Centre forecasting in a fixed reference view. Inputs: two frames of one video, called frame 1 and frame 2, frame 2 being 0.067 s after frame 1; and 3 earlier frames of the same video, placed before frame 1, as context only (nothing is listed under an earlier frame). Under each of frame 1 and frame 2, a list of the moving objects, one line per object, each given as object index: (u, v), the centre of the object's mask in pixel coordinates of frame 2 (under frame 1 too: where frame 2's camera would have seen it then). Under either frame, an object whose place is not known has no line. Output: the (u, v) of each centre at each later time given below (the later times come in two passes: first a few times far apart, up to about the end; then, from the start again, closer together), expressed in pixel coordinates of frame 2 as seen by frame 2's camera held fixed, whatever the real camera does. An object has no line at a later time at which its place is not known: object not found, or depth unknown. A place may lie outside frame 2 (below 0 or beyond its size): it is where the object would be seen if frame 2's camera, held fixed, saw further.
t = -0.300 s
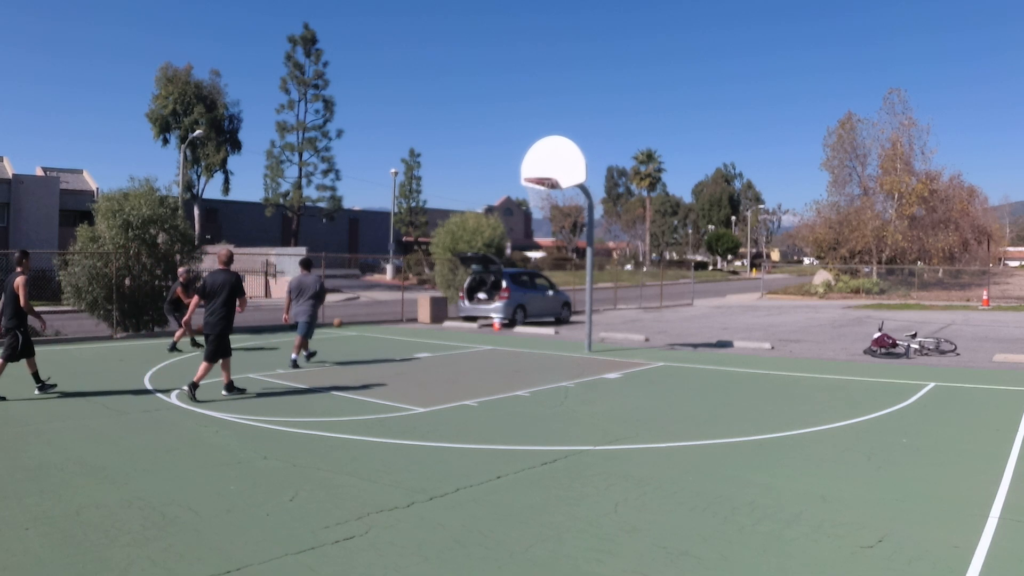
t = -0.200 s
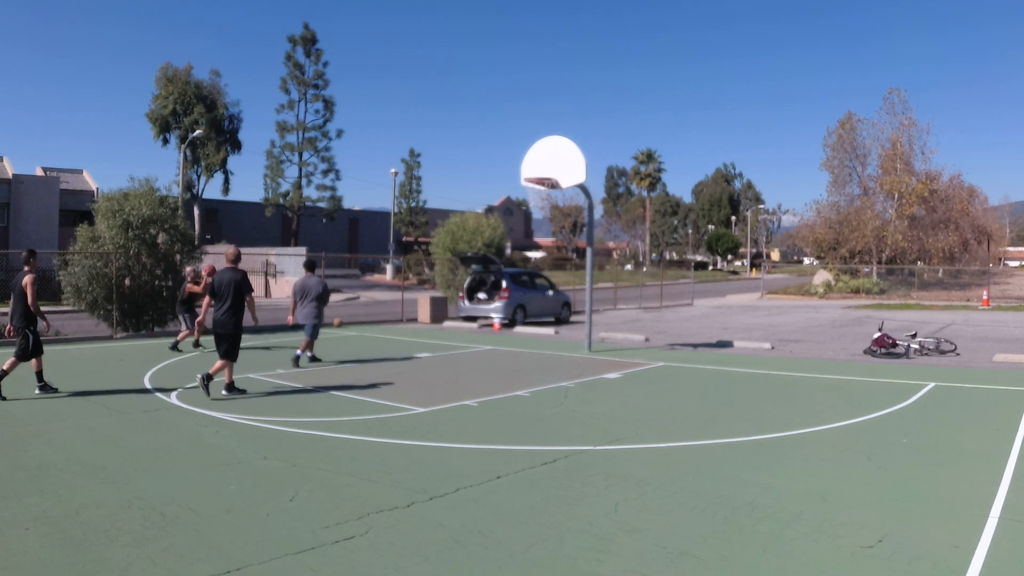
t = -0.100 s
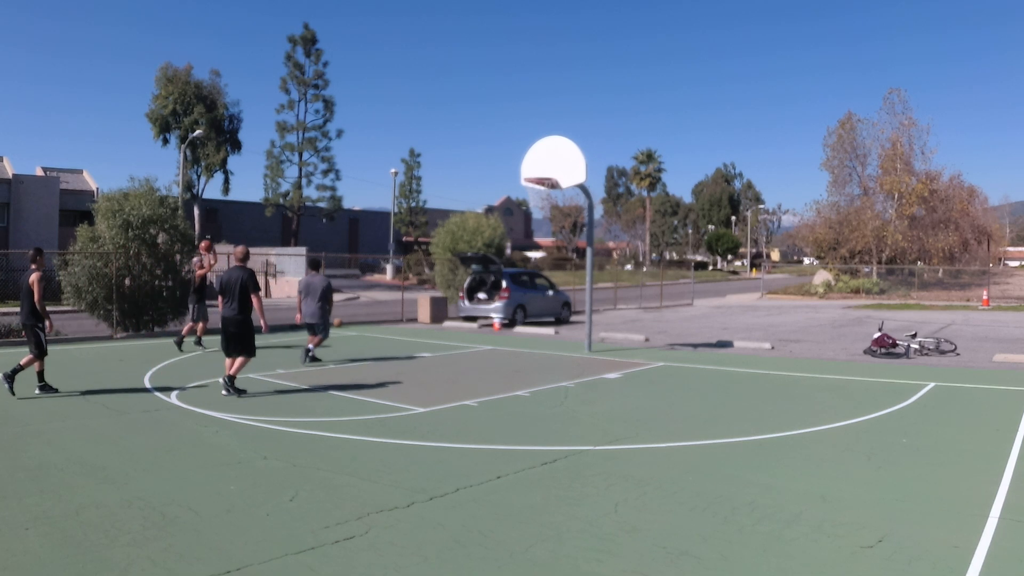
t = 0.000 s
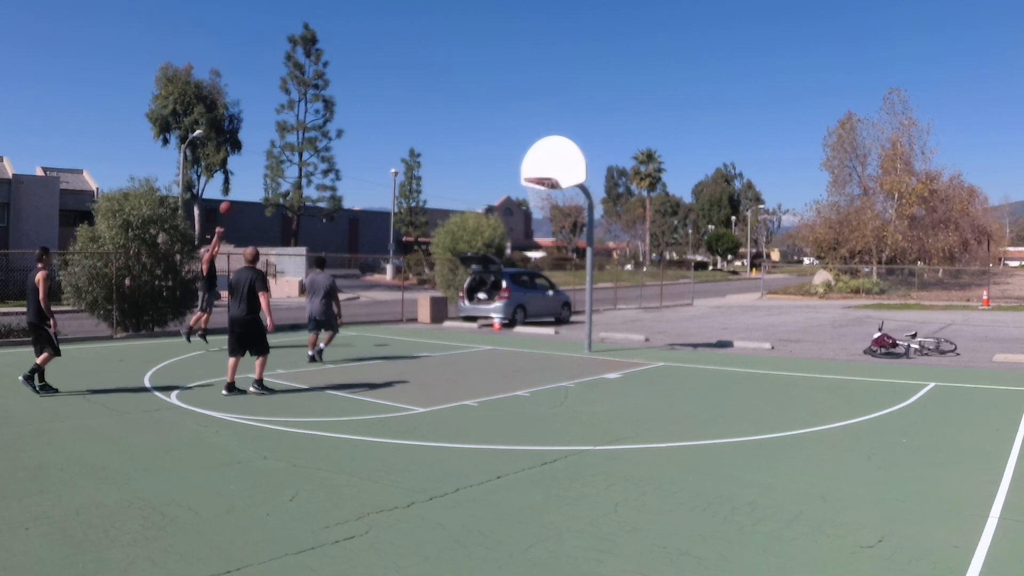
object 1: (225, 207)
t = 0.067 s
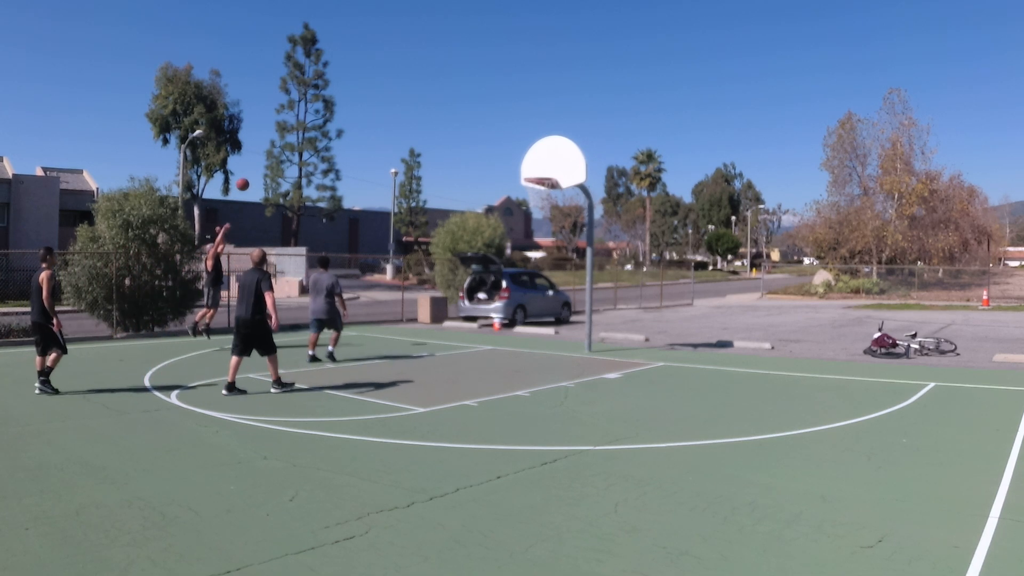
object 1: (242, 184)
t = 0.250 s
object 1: (287, 130)
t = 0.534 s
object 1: (357, 85)
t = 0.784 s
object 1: (418, 82)
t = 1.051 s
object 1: (484, 118)
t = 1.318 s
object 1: (548, 193)
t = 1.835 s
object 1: (581, 305)
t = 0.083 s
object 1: (246, 179)
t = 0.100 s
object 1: (250, 173)
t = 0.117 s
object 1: (254, 168)
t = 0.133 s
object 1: (258, 163)
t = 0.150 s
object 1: (262, 158)
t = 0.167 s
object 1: (267, 153)
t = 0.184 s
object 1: (271, 148)
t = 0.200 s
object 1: (275, 144)
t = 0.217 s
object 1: (279, 139)
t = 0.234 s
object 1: (283, 135)
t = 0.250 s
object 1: (287, 130)
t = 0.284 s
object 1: (295, 123)
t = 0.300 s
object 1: (300, 120)
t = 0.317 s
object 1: (303, 116)
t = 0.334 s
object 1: (308, 113)
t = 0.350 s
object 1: (312, 110)
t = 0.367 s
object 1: (316, 106)
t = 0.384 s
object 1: (320, 104)
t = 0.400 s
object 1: (325, 101)
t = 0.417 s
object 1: (328, 99)
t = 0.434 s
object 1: (332, 97)
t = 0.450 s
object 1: (336, 94)
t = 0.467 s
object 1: (341, 92)
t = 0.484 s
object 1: (345, 90)
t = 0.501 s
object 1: (349, 88)
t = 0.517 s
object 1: (353, 87)
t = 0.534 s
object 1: (357, 85)
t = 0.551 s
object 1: (361, 84)
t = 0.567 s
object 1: (365, 83)
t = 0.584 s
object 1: (369, 82)
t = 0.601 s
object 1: (373, 81)
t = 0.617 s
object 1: (378, 80)
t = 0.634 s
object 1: (382, 80)
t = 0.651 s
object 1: (386, 79)
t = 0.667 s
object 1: (390, 79)
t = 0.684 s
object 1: (394, 79)
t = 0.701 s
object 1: (398, 79)
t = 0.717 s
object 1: (402, 79)
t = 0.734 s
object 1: (406, 80)
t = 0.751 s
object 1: (410, 80)
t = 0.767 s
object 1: (414, 81)
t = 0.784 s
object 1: (418, 82)
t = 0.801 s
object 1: (422, 83)
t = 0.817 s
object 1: (426, 84)
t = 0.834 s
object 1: (430, 86)
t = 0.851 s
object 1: (434, 87)
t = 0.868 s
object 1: (439, 89)
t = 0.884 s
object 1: (443, 91)
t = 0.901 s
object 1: (447, 93)
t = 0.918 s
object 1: (451, 95)
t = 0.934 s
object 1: (455, 97)
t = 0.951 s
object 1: (459, 99)
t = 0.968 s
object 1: (463, 102)
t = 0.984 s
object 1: (467, 105)
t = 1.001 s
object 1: (471, 108)
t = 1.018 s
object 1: (475, 111)
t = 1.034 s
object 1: (479, 114)
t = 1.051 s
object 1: (484, 118)
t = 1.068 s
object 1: (488, 122)
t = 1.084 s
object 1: (492, 125)
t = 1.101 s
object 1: (496, 129)
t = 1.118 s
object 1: (500, 133)
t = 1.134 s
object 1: (504, 138)
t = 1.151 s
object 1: (508, 142)
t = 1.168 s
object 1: (512, 147)
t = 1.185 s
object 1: (516, 152)
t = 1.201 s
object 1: (520, 157)
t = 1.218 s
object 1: (524, 162)
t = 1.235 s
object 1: (528, 167)
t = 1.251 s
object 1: (532, 172)
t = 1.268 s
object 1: (536, 177)
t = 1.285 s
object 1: (541, 184)
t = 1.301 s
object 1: (545, 190)
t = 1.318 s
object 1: (548, 193)
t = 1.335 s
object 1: (549, 194)
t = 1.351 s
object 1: (550, 195)
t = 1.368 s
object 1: (551, 197)
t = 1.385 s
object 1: (552, 198)
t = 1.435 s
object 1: (555, 204)
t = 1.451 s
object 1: (556, 206)
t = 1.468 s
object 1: (557, 209)
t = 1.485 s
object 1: (557, 211)
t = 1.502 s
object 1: (559, 214)
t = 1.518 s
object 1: (560, 217)
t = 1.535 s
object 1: (561, 220)
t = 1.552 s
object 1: (562, 223)
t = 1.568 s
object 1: (564, 226)
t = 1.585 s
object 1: (565, 230)
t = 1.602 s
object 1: (566, 234)
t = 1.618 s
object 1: (566, 238)
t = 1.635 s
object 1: (568, 242)
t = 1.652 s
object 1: (568, 246)
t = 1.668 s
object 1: (569, 250)
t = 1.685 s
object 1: (571, 255)
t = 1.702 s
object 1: (572, 260)
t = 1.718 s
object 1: (573, 265)
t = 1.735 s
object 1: (574, 270)
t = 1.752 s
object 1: (576, 275)
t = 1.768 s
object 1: (577, 281)
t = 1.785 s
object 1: (578, 286)
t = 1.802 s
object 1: (579, 293)
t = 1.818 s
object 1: (580, 299)
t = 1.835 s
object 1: (581, 305)
